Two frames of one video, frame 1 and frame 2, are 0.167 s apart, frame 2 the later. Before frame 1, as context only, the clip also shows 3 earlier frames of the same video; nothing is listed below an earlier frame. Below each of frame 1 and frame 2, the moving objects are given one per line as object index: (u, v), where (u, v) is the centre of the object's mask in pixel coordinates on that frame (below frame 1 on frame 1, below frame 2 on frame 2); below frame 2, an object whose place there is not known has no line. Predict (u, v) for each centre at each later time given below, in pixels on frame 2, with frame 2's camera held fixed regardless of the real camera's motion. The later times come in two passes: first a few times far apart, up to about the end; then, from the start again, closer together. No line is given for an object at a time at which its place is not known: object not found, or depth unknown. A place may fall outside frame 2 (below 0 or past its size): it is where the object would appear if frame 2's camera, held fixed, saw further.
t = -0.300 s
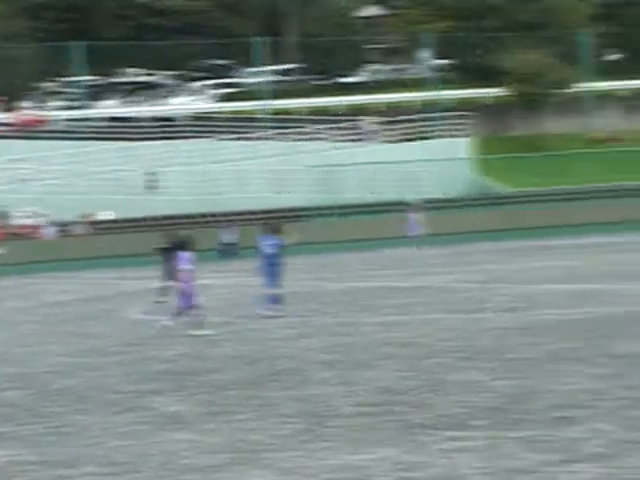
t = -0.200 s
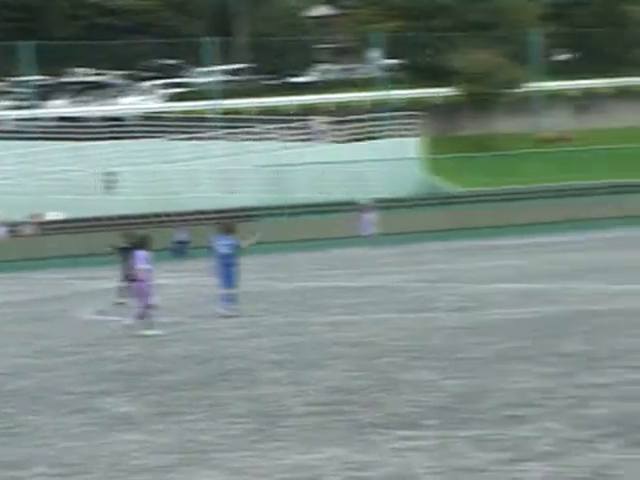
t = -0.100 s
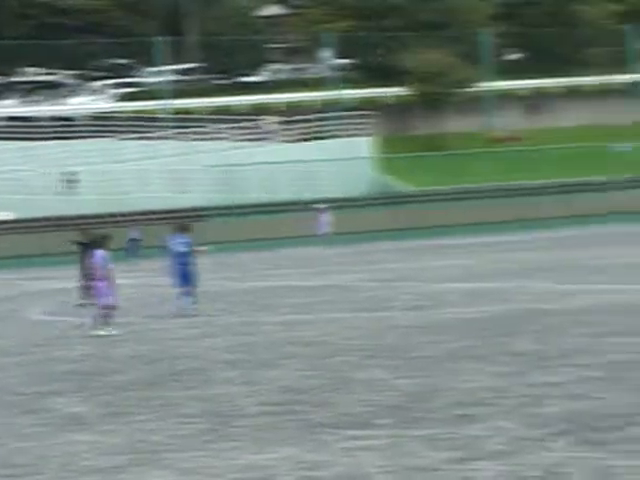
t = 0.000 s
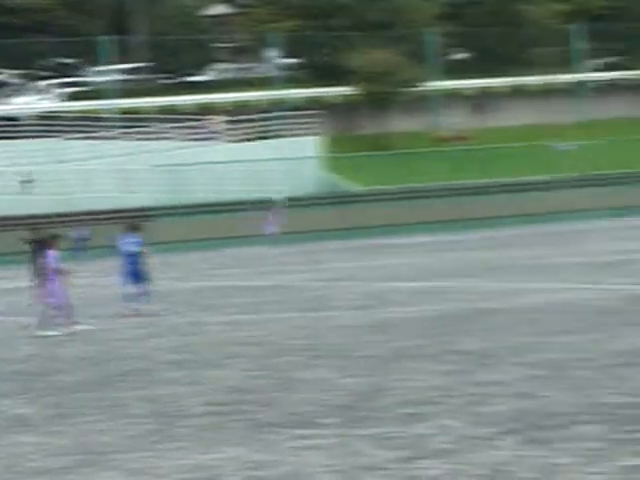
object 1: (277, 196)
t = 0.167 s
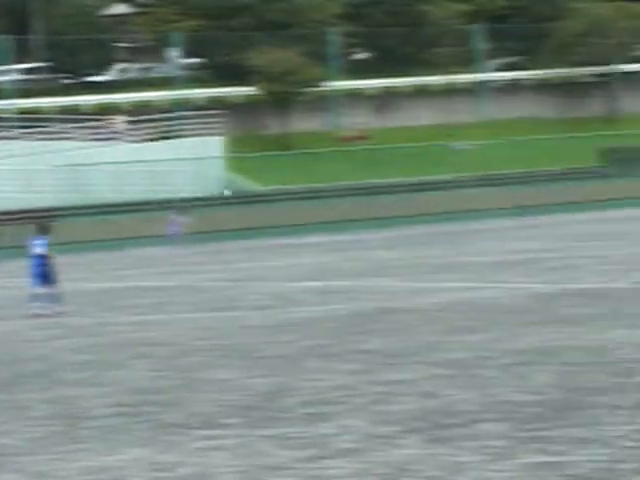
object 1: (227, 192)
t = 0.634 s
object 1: (354, 208)
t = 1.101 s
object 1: (464, 211)
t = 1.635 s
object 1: (559, 223)
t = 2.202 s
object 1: (649, 197)
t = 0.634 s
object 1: (354, 208)
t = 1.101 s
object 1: (464, 211)
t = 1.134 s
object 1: (469, 209)
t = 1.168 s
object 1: (475, 207)
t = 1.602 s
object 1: (550, 218)
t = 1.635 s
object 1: (559, 223)
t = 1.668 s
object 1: (563, 226)
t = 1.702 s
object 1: (568, 229)
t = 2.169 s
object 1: (644, 197)
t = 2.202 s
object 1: (649, 197)
